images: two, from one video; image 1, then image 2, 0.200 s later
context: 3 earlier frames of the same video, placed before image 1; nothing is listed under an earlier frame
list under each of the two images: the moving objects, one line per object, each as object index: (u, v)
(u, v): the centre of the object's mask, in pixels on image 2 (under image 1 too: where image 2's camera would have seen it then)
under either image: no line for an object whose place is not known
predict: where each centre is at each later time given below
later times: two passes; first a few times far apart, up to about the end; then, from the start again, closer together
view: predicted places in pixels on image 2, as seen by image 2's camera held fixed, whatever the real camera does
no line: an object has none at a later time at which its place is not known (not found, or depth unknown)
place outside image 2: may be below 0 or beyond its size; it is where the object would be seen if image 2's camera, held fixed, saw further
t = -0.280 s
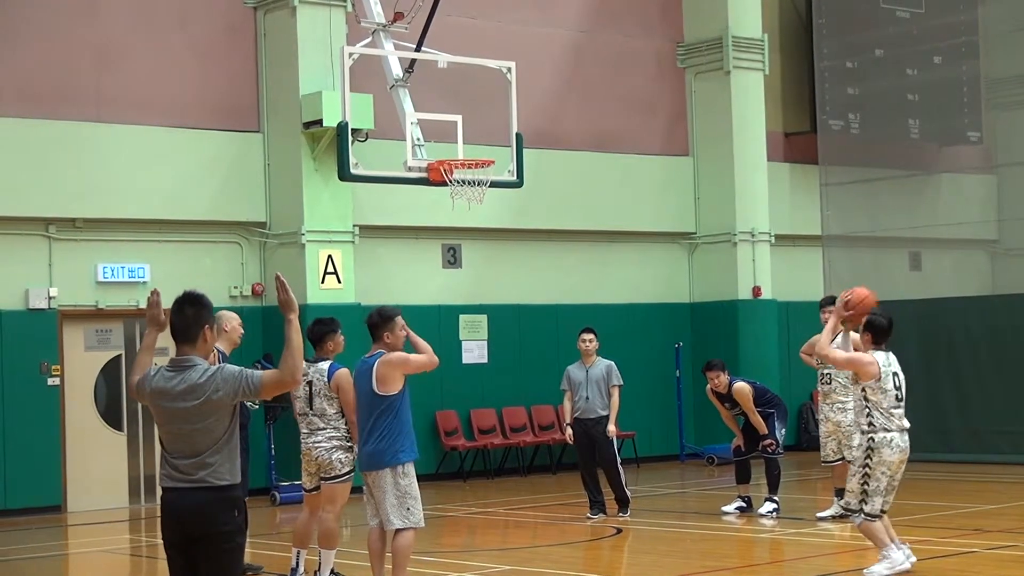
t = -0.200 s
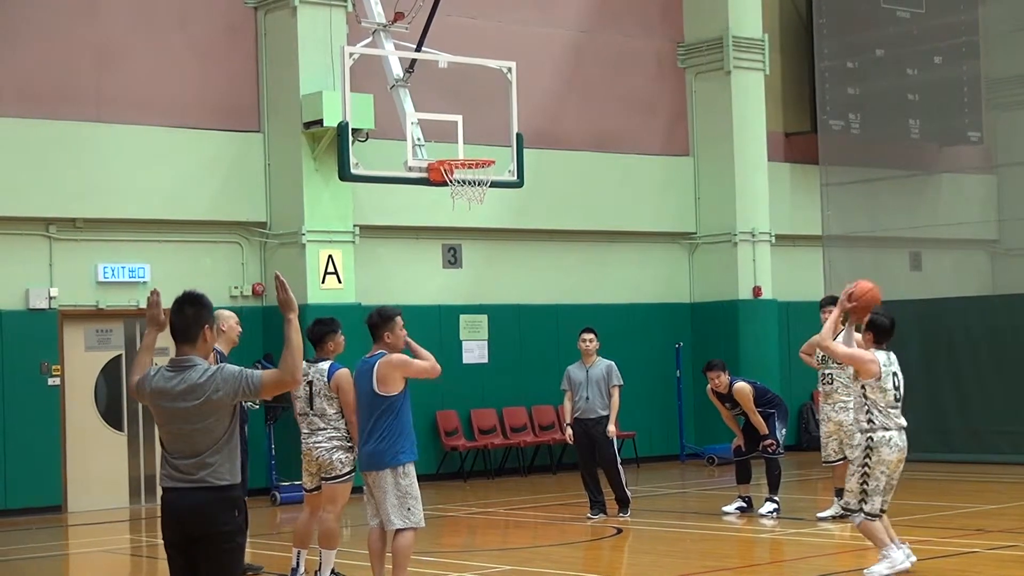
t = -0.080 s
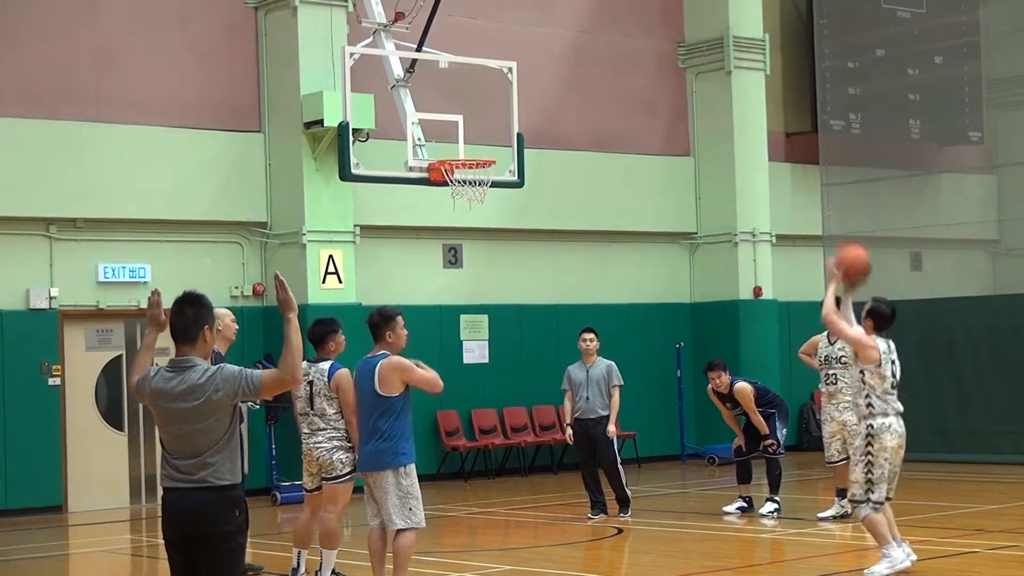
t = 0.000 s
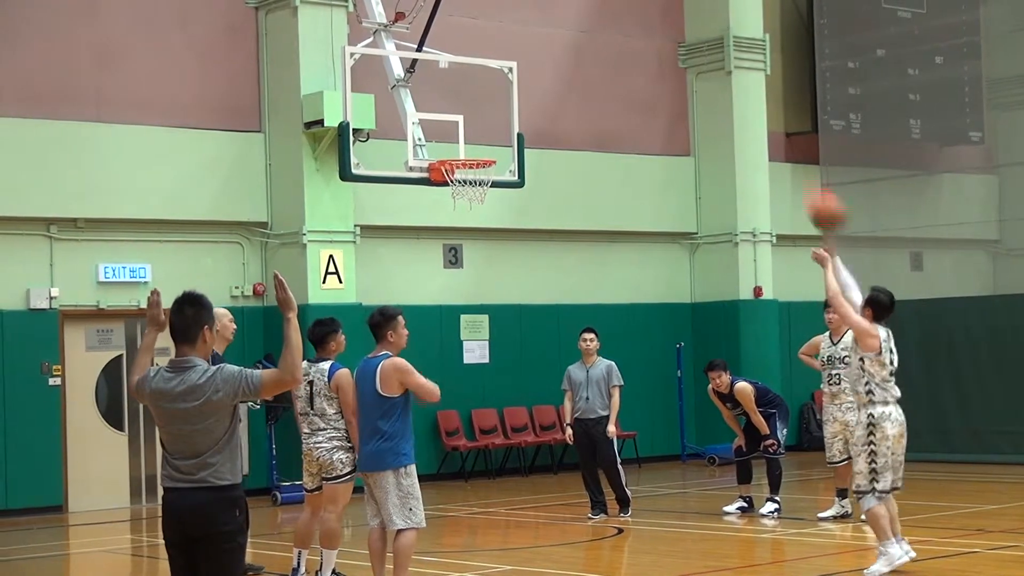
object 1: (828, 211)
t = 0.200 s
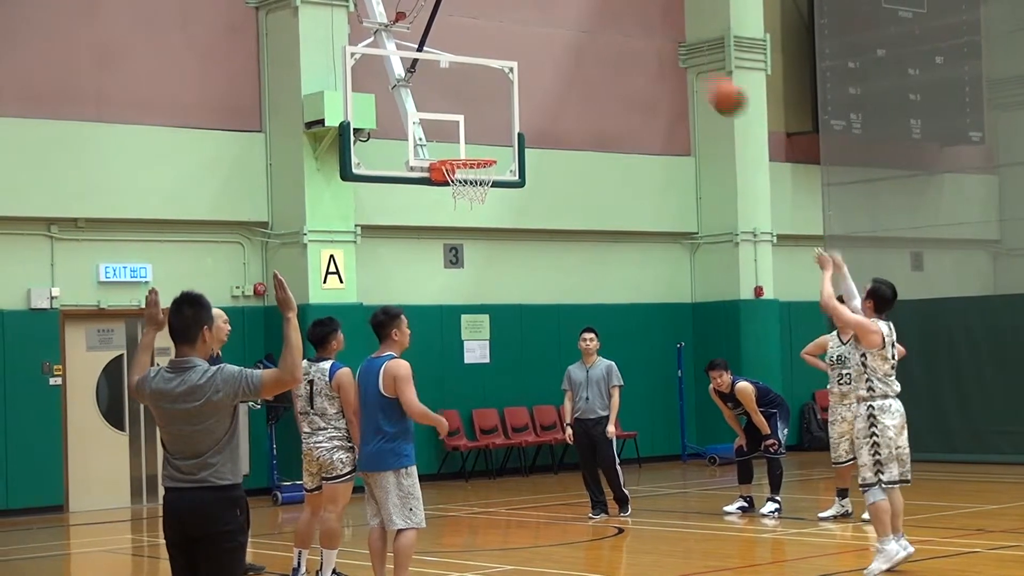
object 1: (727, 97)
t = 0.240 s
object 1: (708, 82)
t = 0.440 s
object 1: (625, 42)
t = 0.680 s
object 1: (537, 62)
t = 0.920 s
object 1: (462, 147)
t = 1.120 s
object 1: (510, 222)
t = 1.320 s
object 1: (573, 325)
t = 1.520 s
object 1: (641, 479)
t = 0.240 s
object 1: (708, 82)
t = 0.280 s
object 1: (691, 69)
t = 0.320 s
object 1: (673, 59)
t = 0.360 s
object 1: (657, 51)
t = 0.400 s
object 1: (641, 45)
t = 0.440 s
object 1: (625, 42)
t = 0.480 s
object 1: (609, 40)
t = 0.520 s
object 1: (594, 41)
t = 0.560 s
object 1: (579, 43)
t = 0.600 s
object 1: (565, 48)
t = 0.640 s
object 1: (550, 54)
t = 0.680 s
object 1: (537, 62)
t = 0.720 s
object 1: (524, 72)
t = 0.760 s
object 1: (510, 84)
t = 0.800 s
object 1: (497, 98)
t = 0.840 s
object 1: (485, 113)
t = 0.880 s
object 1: (474, 128)
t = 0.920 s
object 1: (462, 147)
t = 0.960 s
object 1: (459, 165)
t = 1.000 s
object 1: (473, 178)
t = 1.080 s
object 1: (497, 208)
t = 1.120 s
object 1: (510, 222)
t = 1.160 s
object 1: (523, 240)
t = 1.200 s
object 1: (536, 260)
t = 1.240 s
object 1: (548, 280)
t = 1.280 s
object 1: (563, 308)
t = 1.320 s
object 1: (573, 325)
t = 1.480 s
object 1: (627, 446)
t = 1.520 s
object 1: (641, 479)
